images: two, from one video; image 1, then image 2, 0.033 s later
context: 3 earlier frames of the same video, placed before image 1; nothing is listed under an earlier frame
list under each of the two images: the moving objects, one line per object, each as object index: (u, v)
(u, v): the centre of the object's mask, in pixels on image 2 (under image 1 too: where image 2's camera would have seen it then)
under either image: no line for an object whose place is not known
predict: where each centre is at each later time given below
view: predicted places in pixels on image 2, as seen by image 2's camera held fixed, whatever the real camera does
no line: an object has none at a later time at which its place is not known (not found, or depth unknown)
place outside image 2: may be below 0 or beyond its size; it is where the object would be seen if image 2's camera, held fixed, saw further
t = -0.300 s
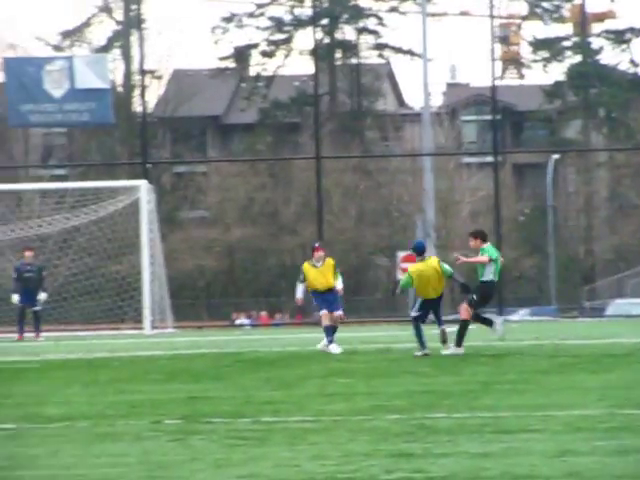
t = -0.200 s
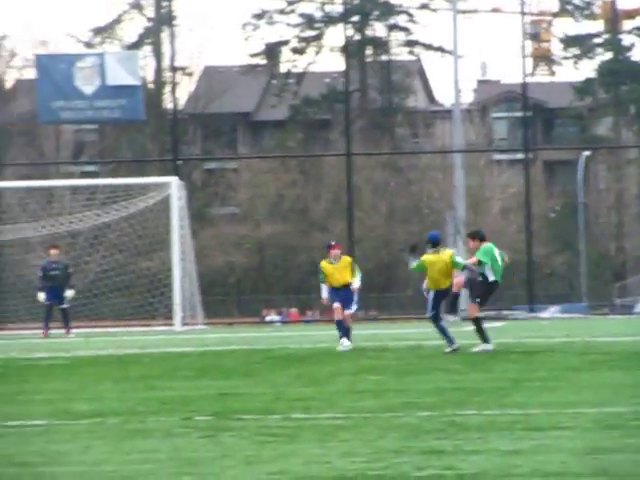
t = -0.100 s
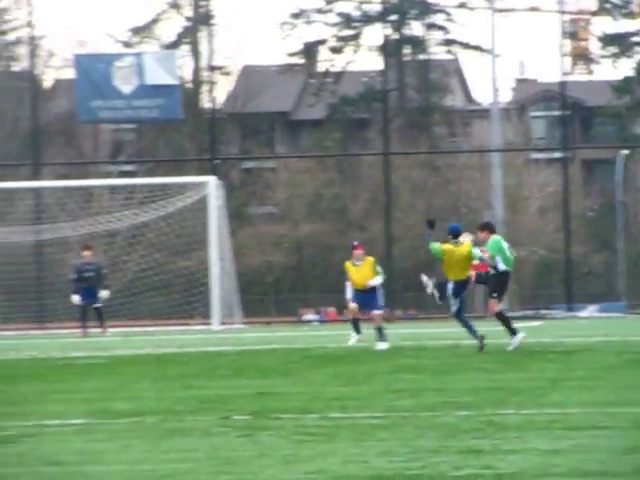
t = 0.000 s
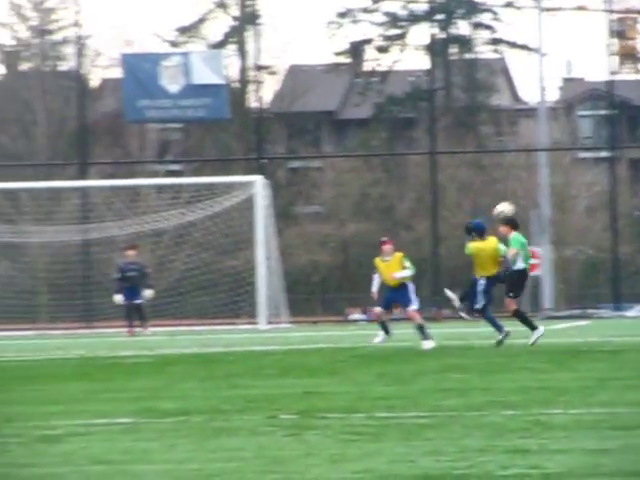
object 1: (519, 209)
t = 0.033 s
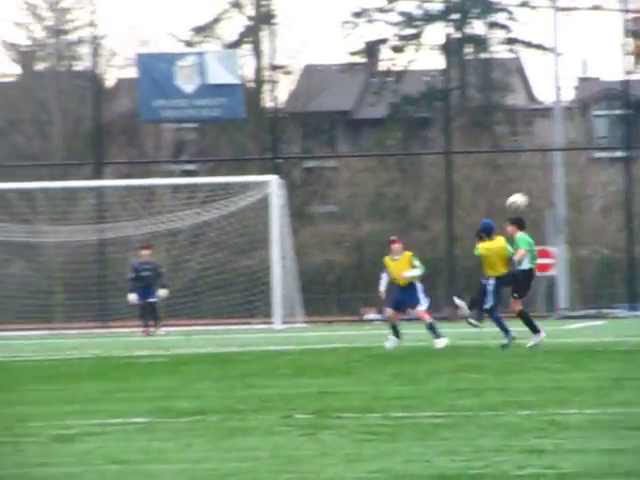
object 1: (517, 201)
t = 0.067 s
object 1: (515, 193)
